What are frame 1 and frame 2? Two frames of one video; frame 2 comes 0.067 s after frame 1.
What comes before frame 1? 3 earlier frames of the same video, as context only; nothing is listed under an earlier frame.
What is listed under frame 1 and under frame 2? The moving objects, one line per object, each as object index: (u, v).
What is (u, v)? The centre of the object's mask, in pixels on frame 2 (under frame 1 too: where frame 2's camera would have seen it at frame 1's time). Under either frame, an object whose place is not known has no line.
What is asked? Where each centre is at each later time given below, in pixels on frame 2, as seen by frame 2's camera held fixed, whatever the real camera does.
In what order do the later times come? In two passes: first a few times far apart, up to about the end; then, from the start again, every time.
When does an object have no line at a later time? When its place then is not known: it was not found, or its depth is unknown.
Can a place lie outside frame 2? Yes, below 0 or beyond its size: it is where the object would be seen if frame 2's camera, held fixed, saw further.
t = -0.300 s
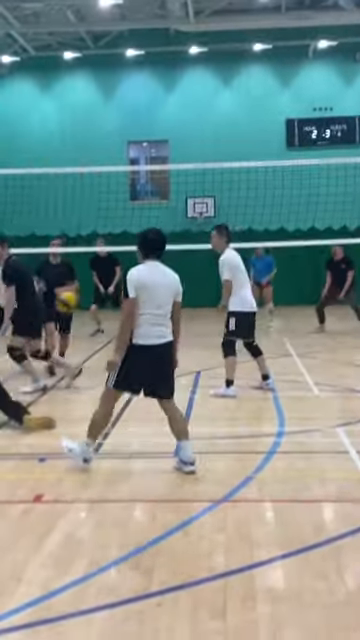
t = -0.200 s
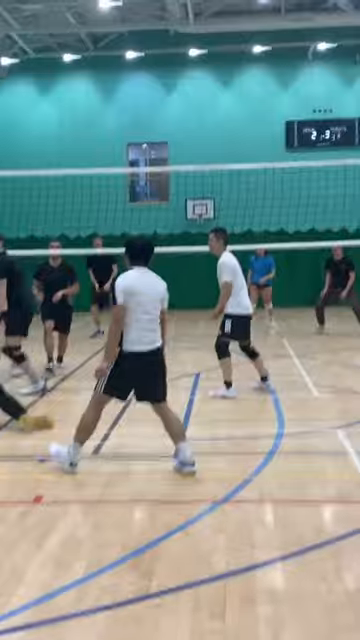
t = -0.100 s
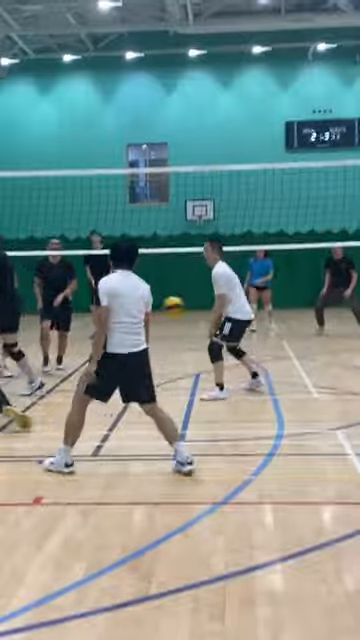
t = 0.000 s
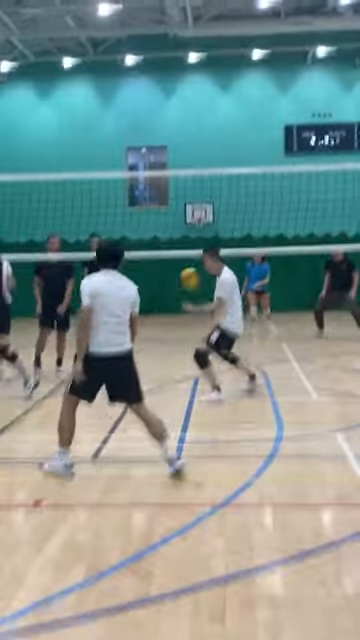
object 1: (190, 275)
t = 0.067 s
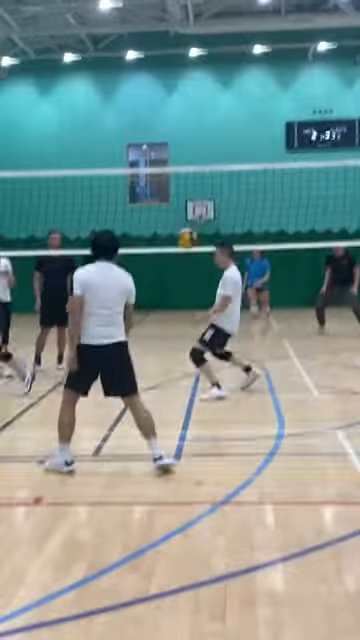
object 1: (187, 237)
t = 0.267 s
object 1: (177, 160)
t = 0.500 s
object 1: (169, 122)
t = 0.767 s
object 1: (165, 134)
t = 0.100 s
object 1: (184, 222)
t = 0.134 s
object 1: (181, 206)
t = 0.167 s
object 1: (182, 193)
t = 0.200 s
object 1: (179, 181)
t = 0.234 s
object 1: (177, 169)
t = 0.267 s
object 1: (177, 160)
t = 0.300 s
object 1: (174, 151)
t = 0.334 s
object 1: (174, 144)
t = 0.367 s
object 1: (173, 137)
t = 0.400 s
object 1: (171, 132)
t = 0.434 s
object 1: (172, 128)
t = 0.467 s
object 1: (170, 124)
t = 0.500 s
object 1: (169, 122)
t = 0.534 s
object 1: (169, 120)
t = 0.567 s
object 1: (168, 120)
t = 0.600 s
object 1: (168, 121)
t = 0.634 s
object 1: (167, 121)
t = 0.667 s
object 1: (166, 124)
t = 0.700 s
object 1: (166, 127)
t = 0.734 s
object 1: (165, 132)
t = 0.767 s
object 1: (165, 134)
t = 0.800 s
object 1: (165, 142)
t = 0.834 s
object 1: (165, 150)
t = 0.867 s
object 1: (164, 156)
